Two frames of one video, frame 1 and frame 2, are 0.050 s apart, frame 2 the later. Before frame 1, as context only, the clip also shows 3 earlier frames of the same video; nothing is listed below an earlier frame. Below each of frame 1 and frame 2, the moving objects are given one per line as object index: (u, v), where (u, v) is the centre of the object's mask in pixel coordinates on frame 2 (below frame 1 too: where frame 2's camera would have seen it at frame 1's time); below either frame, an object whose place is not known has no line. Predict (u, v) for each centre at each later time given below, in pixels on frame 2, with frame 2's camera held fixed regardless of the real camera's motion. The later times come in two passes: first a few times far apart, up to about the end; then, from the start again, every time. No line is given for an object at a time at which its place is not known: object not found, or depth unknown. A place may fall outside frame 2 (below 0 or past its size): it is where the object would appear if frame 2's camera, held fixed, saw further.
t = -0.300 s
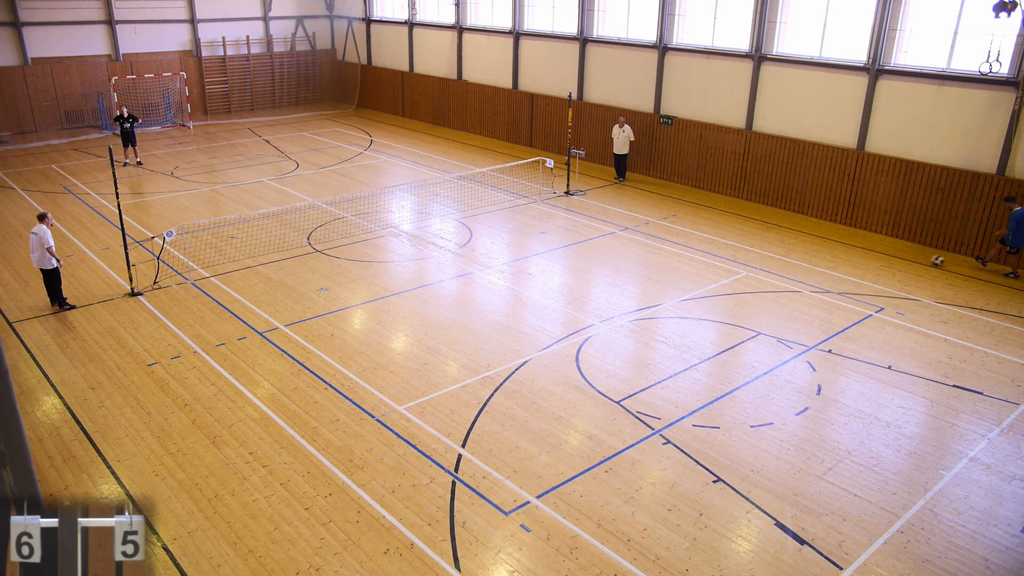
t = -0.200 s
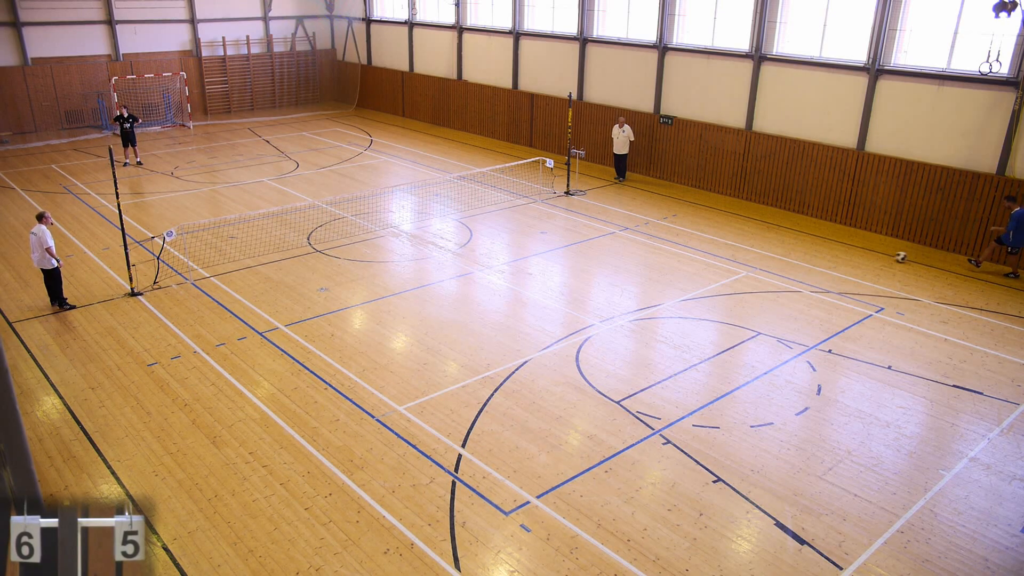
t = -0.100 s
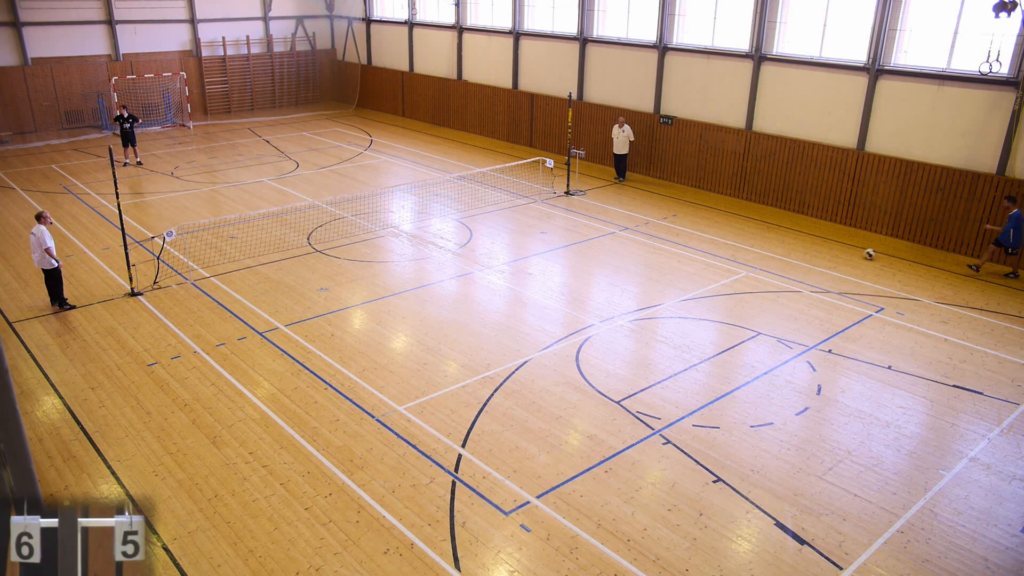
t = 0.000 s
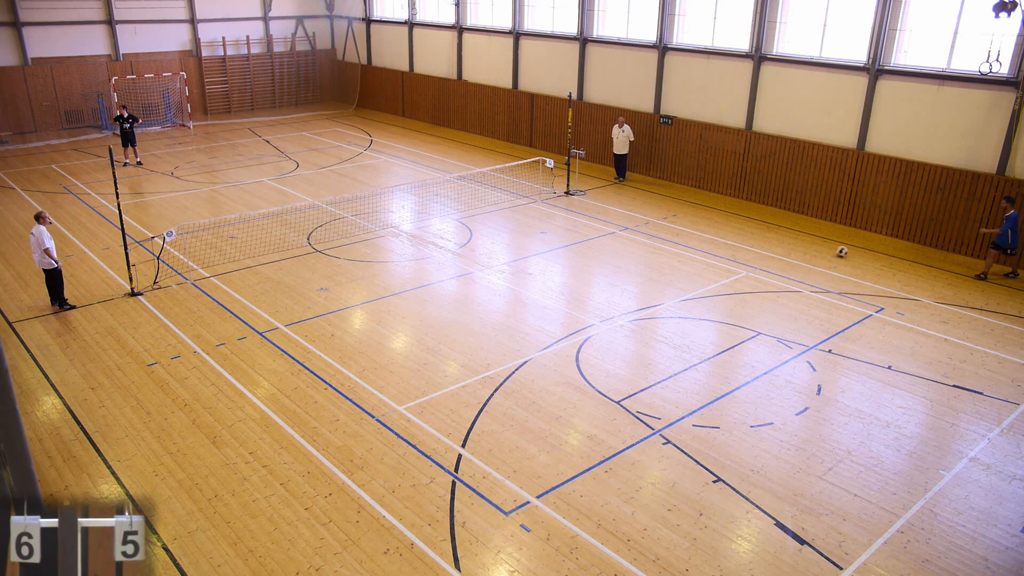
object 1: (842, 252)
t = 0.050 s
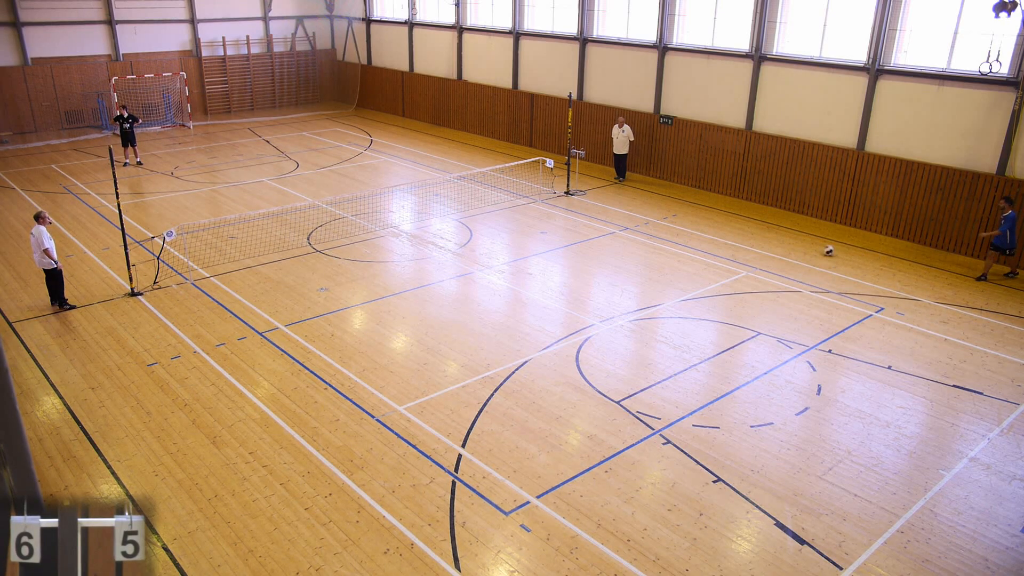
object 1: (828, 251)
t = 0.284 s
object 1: (768, 245)
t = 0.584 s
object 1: (696, 239)
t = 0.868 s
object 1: (630, 233)
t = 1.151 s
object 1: (570, 228)
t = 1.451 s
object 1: (509, 223)
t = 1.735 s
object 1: (455, 218)
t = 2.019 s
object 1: (408, 216)
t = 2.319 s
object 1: (362, 211)
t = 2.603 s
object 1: (321, 209)
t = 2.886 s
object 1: (282, 206)
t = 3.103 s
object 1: (252, 204)
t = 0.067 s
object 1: (824, 250)
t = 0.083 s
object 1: (820, 249)
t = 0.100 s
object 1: (816, 249)
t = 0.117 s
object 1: (812, 249)
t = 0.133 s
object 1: (807, 249)
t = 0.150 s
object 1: (802, 248)
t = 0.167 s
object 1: (798, 248)
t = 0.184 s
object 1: (793, 247)
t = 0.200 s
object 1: (789, 247)
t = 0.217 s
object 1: (785, 247)
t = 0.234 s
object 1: (781, 246)
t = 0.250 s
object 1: (777, 245)
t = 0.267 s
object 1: (772, 245)
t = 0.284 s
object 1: (768, 245)
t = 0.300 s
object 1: (764, 245)
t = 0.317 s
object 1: (759, 244)
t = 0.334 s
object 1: (756, 244)
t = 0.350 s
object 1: (752, 244)
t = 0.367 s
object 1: (747, 243)
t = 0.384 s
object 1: (743, 243)
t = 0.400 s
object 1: (740, 243)
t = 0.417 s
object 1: (736, 242)
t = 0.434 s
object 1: (731, 242)
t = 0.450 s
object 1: (728, 241)
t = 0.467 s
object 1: (723, 241)
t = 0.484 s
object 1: (719, 241)
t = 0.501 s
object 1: (715, 241)
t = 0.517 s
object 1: (711, 240)
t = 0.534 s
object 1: (708, 241)
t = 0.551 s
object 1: (704, 240)
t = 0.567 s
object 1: (700, 240)
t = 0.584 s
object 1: (696, 239)
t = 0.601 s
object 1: (692, 238)
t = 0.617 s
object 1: (688, 238)
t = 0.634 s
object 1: (684, 238)
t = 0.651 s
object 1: (680, 238)
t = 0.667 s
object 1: (676, 237)
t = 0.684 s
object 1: (673, 237)
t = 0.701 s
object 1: (669, 236)
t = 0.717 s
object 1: (665, 236)
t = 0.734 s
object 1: (661, 236)
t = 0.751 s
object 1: (657, 235)
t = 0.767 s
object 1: (654, 235)
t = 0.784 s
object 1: (650, 235)
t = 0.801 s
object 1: (645, 234)
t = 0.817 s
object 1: (642, 234)
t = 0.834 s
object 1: (638, 234)
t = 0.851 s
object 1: (634, 234)
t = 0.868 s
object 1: (630, 233)
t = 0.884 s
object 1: (627, 233)
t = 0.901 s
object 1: (624, 232)
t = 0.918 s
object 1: (620, 232)
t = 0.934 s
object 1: (616, 232)
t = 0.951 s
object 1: (612, 232)
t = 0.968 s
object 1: (609, 232)
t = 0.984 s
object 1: (605, 231)
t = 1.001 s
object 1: (601, 231)
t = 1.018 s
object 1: (598, 231)
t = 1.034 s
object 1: (595, 231)
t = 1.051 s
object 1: (590, 230)
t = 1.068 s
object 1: (587, 229)
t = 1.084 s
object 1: (584, 229)
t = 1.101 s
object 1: (580, 229)
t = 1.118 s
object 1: (577, 229)
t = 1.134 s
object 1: (573, 229)
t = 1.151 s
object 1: (570, 228)
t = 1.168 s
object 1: (566, 228)
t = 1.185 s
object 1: (563, 228)
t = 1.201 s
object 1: (559, 227)
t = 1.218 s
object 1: (556, 227)
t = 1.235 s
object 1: (552, 227)
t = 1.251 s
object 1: (549, 227)
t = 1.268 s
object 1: (546, 227)
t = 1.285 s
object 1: (542, 227)
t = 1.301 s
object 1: (539, 226)
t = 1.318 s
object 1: (535, 226)
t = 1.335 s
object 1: (532, 226)
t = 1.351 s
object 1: (529, 225)
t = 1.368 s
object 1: (525, 225)
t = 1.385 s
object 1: (522, 225)
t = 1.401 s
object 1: (519, 225)
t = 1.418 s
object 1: (516, 224)
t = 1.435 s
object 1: (512, 223)
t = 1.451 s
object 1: (509, 223)
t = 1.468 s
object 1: (506, 223)
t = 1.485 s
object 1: (502, 223)
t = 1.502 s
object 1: (499, 223)
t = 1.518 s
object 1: (496, 222)
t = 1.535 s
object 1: (493, 222)
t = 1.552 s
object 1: (489, 222)
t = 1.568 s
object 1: (486, 221)
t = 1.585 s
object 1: (483, 221)
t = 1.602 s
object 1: (480, 221)
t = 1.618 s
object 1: (477, 221)
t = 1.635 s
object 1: (473, 220)
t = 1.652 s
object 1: (470, 220)
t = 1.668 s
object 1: (467, 220)
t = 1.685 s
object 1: (464, 220)
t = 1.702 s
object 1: (461, 220)
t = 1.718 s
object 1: (458, 219)
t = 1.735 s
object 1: (455, 218)
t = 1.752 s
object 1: (452, 218)
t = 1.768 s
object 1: (449, 217)
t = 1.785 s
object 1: (446, 217)
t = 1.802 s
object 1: (443, 217)
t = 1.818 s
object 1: (440, 218)
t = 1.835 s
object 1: (438, 218)
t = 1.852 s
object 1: (434, 218)
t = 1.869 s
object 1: (432, 218)
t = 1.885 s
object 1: (430, 217)
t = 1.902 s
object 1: (427, 217)
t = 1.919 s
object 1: (425, 216)
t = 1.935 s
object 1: (422, 216)
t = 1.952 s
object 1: (419, 216)
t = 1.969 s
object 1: (416, 216)
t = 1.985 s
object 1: (414, 216)
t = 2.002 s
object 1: (411, 216)
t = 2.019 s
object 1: (408, 216)
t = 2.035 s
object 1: (405, 215)
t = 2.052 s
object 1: (403, 215)
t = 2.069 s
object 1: (401, 215)
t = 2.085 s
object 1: (398, 214)
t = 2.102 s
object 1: (395, 214)
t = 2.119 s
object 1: (392, 214)
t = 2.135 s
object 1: (390, 214)
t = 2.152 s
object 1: (388, 213)
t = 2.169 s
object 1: (385, 213)
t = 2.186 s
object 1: (383, 213)
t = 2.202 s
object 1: (380, 212)
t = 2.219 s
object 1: (377, 213)
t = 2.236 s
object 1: (375, 213)
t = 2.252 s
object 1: (372, 213)
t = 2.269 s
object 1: (370, 212)
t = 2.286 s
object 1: (368, 211)
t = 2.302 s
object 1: (364, 211)
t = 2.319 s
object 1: (362, 211)
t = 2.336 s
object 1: (360, 211)
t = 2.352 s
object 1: (357, 211)
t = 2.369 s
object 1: (355, 211)
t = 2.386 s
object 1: (353, 210)
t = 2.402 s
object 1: (350, 210)
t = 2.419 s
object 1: (347, 211)
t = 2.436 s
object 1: (345, 210)
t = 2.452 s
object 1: (343, 210)
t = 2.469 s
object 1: (341, 210)
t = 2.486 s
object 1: (339, 210)
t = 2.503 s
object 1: (335, 210)
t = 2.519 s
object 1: (333, 209)
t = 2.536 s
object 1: (331, 209)
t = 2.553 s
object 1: (329, 209)
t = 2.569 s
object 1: (326, 209)
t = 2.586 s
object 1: (323, 209)
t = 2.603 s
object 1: (321, 209)
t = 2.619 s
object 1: (318, 208)
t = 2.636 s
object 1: (317, 208)
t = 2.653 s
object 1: (314, 208)
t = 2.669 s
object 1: (312, 208)
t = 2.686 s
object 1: (310, 208)
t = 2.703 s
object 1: (306, 208)
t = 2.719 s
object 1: (304, 208)
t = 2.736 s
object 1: (302, 208)
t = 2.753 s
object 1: (300, 208)
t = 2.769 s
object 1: (298, 207)
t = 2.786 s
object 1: (295, 208)
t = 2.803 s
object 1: (292, 208)
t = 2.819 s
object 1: (290, 209)
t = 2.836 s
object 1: (288, 207)
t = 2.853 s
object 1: (286, 206)
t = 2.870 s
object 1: (284, 206)
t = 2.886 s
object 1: (282, 206)
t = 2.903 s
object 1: (279, 205)
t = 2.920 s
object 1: (276, 205)
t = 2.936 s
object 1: (275, 205)
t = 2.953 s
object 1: (273, 204)
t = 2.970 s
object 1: (270, 205)
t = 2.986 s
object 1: (268, 204)
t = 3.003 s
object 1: (266, 204)
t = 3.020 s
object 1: (264, 205)
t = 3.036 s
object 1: (261, 204)
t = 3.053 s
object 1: (259, 205)
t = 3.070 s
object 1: (257, 205)
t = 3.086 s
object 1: (255, 204)
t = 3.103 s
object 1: (252, 204)
